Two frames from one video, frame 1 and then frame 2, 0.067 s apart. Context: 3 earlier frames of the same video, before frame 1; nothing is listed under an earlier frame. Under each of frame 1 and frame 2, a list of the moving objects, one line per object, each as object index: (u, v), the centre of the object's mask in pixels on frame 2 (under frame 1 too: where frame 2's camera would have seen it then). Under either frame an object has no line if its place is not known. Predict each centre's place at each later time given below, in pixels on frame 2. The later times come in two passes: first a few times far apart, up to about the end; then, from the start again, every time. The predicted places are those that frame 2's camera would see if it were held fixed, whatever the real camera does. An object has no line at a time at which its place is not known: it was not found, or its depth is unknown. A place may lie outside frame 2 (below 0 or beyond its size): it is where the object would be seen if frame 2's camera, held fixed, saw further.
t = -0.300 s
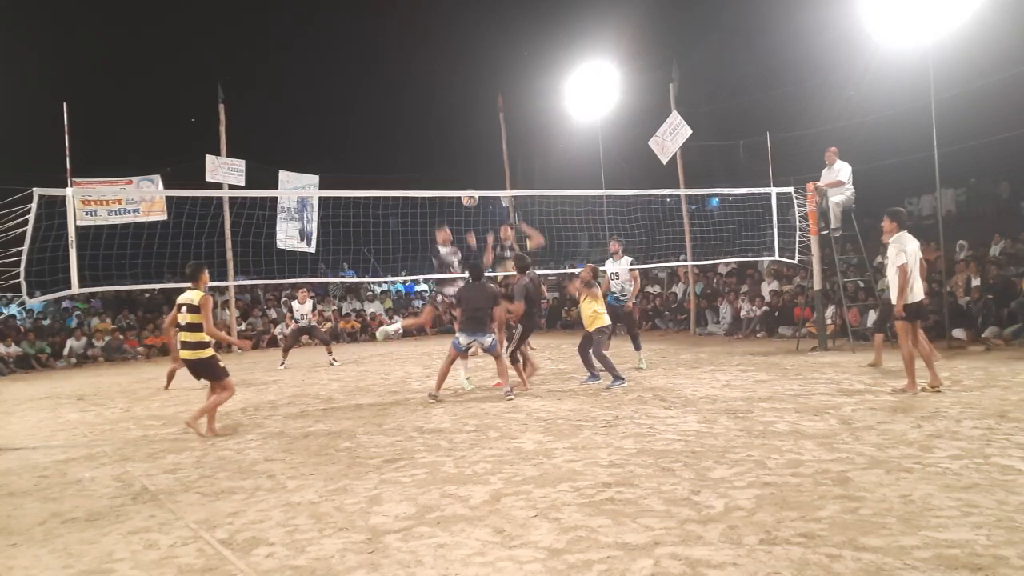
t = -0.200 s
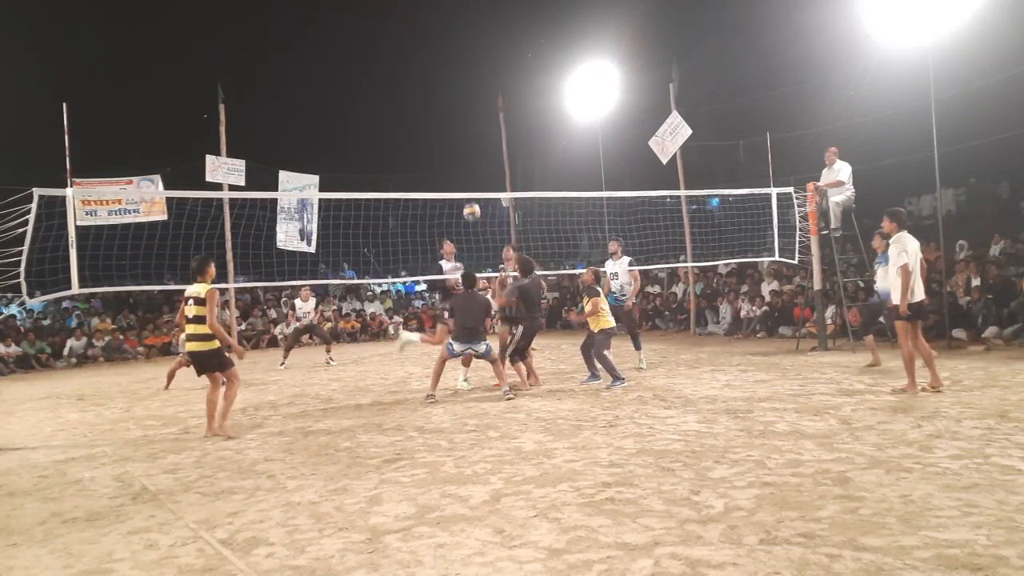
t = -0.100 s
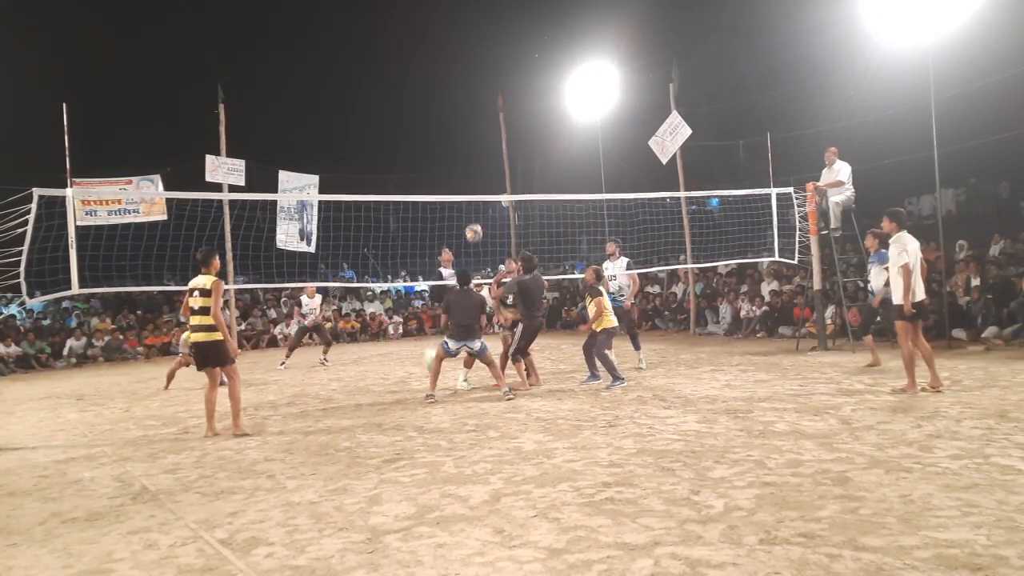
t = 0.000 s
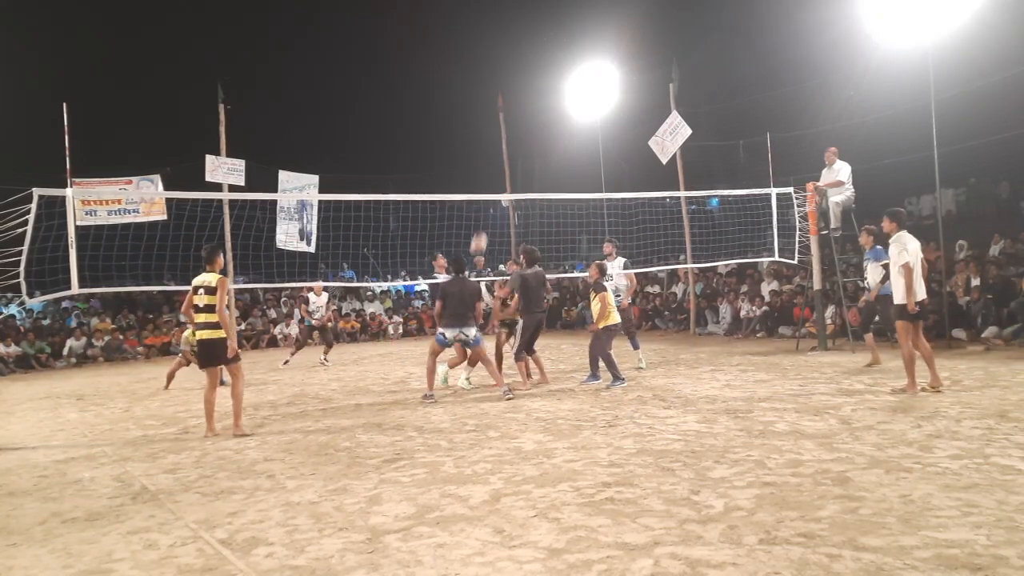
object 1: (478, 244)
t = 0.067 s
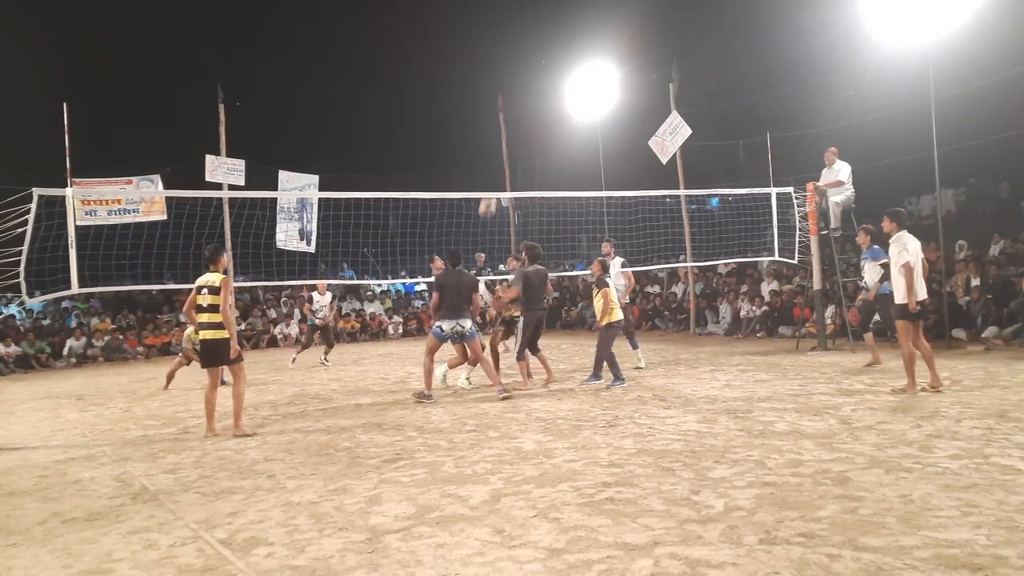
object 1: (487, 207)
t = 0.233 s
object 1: (510, 130)
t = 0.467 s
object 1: (541, 60)
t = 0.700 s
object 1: (572, 37)
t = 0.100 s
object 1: (492, 185)
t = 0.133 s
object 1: (496, 172)
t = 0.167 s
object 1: (501, 157)
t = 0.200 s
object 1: (506, 143)
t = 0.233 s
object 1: (510, 130)
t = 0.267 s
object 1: (514, 117)
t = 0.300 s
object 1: (519, 105)
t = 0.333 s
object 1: (523, 94)
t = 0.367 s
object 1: (527, 84)
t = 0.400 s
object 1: (532, 76)
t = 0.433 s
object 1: (536, 68)
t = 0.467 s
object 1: (541, 60)
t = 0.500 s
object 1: (545, 55)
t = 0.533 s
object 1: (550, 50)
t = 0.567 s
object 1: (554, 46)
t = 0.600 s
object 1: (558, 42)
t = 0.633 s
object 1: (563, 40)
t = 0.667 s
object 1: (567, 38)
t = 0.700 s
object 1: (572, 37)
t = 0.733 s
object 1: (576, 37)
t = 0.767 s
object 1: (581, 38)
